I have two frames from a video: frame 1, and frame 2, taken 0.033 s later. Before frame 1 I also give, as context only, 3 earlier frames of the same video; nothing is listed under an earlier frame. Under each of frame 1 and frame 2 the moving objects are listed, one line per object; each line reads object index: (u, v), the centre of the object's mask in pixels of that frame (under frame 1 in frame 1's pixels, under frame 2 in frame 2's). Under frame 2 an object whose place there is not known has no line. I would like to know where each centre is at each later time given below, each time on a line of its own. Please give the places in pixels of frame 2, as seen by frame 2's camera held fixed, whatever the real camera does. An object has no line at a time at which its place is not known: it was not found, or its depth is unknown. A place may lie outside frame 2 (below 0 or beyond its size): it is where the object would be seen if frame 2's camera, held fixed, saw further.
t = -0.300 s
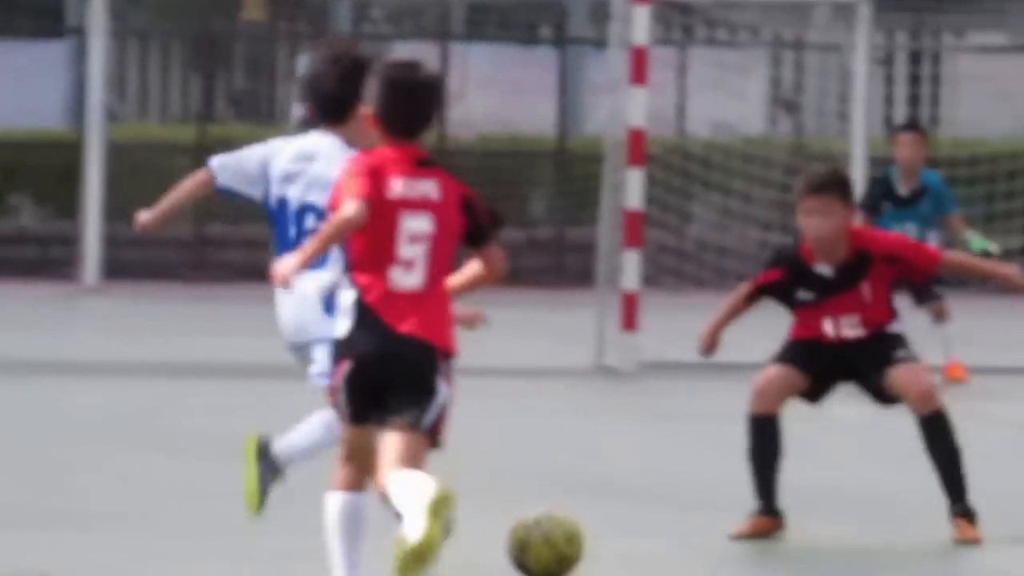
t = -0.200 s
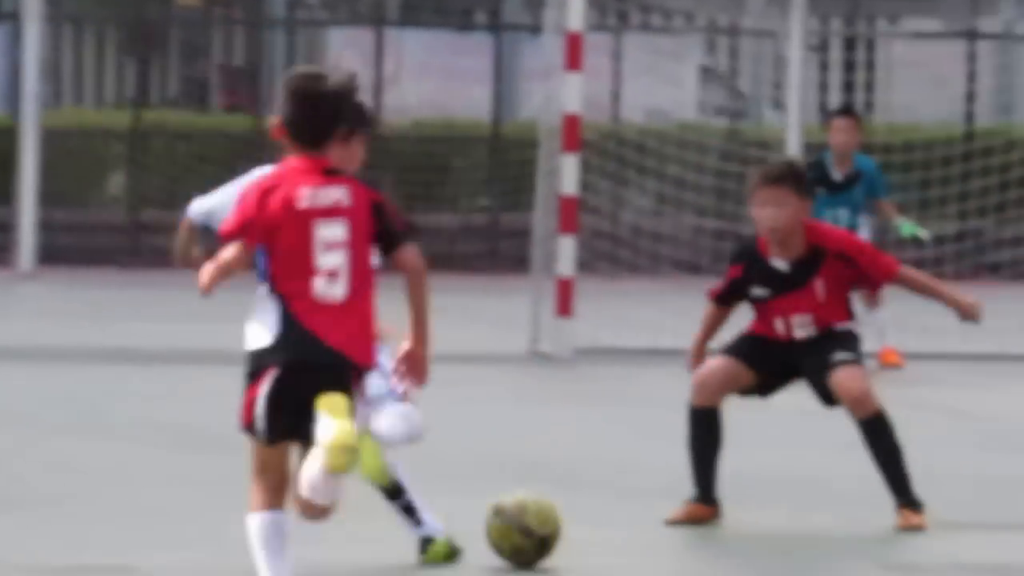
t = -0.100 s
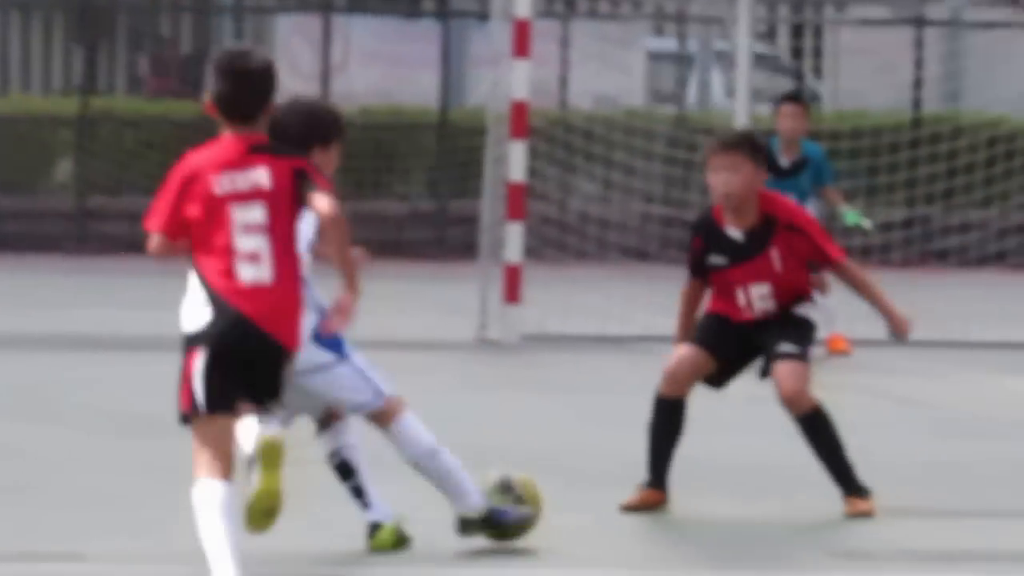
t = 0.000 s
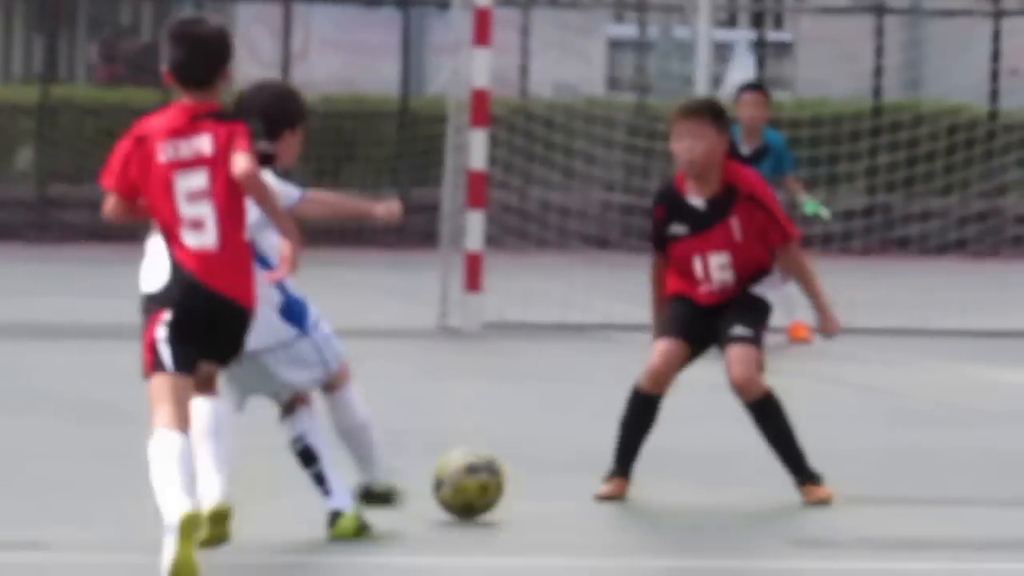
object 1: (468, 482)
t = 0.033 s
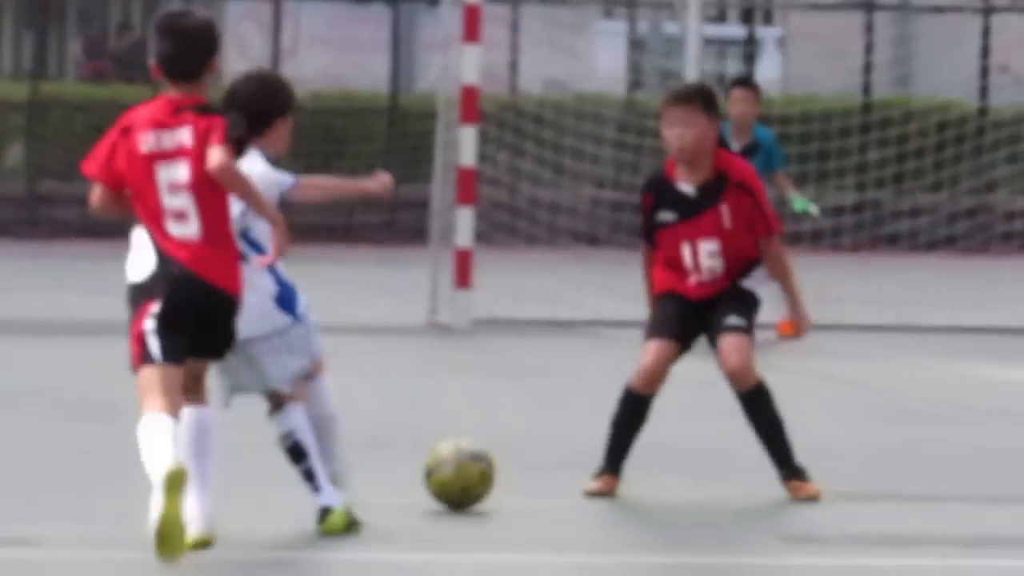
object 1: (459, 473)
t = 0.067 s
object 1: (462, 467)
